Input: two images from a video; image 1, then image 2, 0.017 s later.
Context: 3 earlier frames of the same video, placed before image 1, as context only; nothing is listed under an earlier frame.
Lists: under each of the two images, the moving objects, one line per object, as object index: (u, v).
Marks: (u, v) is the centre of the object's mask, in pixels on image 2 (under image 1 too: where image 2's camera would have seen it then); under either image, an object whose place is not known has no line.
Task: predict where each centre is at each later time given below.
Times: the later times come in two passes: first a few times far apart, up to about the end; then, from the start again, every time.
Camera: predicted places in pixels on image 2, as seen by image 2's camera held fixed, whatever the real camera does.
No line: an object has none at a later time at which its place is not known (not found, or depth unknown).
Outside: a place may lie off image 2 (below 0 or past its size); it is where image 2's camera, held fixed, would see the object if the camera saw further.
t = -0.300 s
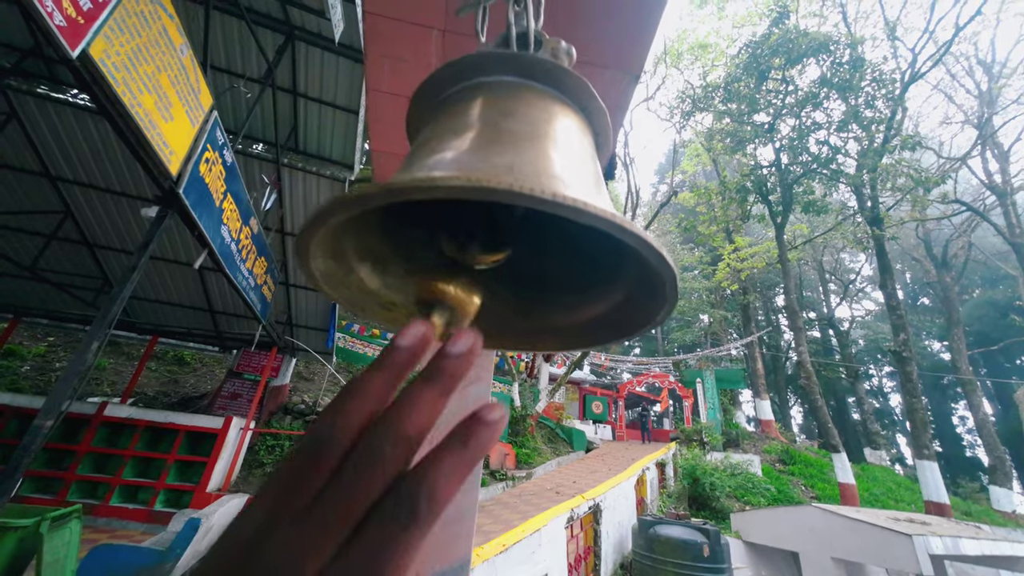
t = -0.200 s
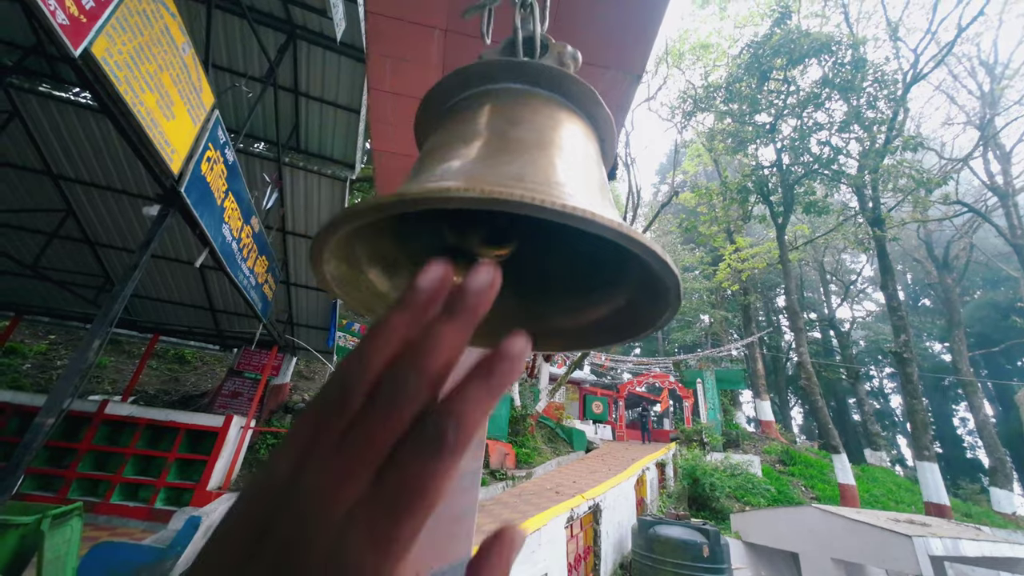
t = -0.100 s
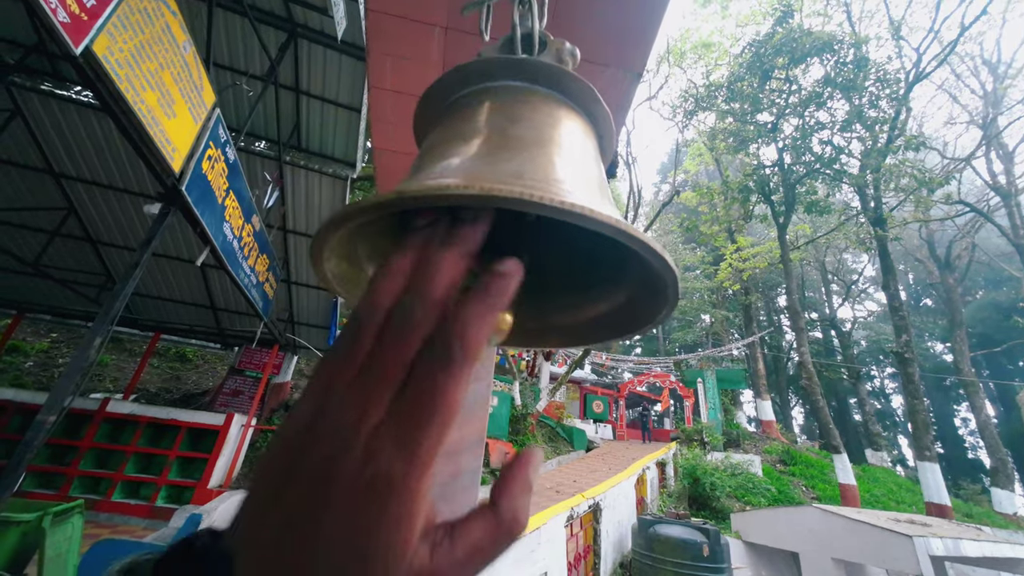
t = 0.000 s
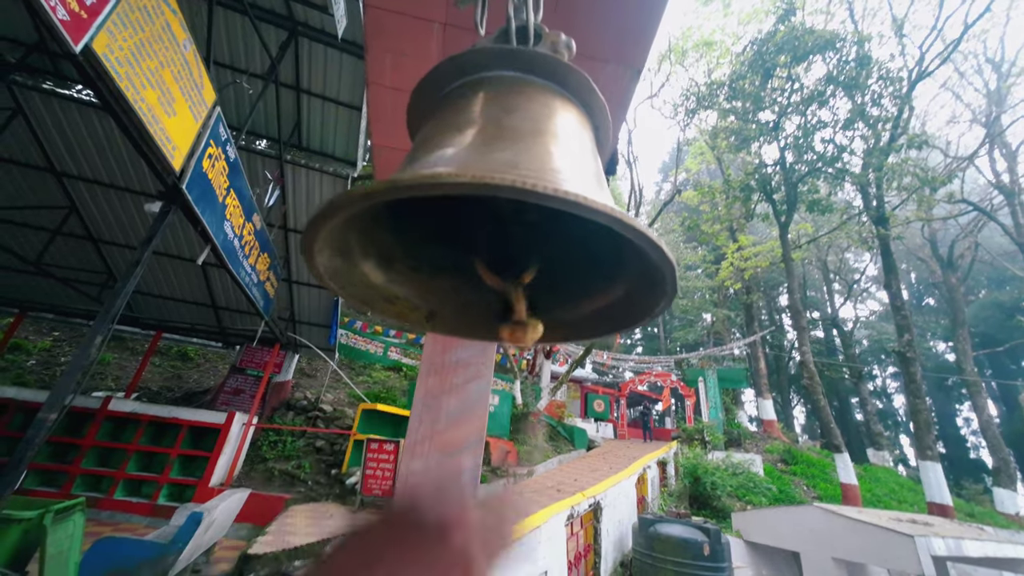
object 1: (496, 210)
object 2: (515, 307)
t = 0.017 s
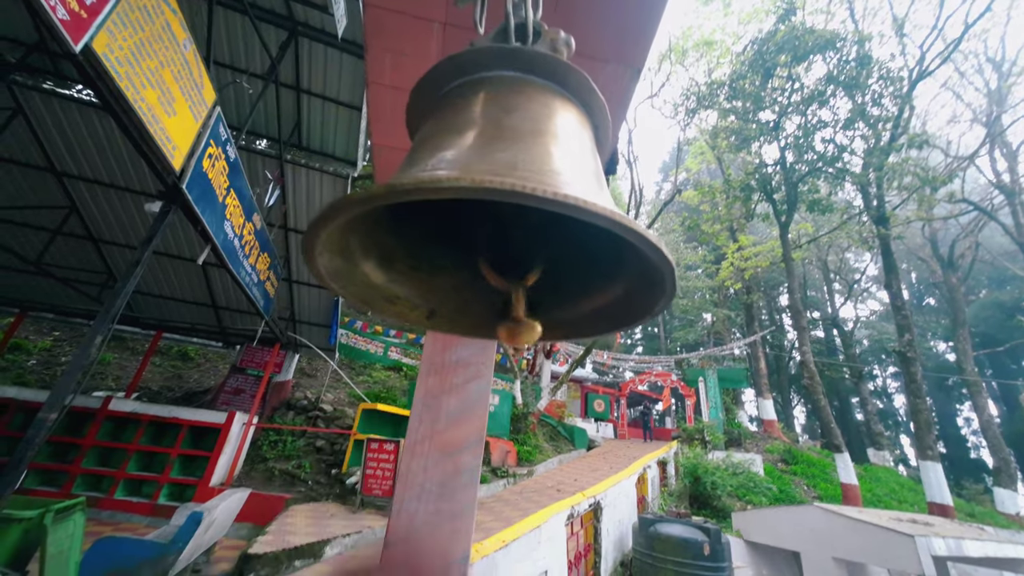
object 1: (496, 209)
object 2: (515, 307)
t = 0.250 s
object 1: (513, 208)
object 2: (470, 270)
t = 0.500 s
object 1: (521, 220)
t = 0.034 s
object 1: (496, 209)
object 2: (515, 306)
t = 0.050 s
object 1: (497, 208)
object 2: (514, 303)
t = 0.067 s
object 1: (498, 208)
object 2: (510, 311)
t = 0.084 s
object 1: (499, 208)
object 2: (508, 309)
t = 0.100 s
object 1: (500, 207)
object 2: (505, 308)
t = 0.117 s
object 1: (501, 207)
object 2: (503, 315)
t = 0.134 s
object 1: (501, 207)
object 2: (497, 328)
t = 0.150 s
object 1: (503, 207)
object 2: (495, 307)
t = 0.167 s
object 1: (505, 205)
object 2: (489, 299)
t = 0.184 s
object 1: (506, 206)
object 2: (485, 294)
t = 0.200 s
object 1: (509, 205)
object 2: (480, 287)
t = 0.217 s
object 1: (510, 206)
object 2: (475, 281)
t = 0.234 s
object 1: (512, 207)
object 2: (473, 274)
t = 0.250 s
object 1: (513, 208)
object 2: (470, 270)
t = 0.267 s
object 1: (513, 210)
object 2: (469, 269)
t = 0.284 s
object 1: (511, 215)
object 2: (468, 266)
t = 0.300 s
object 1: (512, 216)
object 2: (468, 265)
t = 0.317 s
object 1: (513, 217)
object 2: (471, 262)
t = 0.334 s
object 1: (513, 218)
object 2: (470, 269)
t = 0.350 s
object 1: (514, 219)
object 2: (474, 272)
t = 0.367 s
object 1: (515, 220)
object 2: (478, 277)
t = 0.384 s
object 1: (516, 220)
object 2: (482, 283)
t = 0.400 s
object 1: (518, 217)
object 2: (490, 289)
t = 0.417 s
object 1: (518, 218)
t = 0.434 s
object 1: (519, 219)
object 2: (499, 296)
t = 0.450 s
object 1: (519, 219)
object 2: (504, 297)
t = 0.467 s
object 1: (520, 219)
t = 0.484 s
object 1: (521, 219)
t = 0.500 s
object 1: (521, 220)
